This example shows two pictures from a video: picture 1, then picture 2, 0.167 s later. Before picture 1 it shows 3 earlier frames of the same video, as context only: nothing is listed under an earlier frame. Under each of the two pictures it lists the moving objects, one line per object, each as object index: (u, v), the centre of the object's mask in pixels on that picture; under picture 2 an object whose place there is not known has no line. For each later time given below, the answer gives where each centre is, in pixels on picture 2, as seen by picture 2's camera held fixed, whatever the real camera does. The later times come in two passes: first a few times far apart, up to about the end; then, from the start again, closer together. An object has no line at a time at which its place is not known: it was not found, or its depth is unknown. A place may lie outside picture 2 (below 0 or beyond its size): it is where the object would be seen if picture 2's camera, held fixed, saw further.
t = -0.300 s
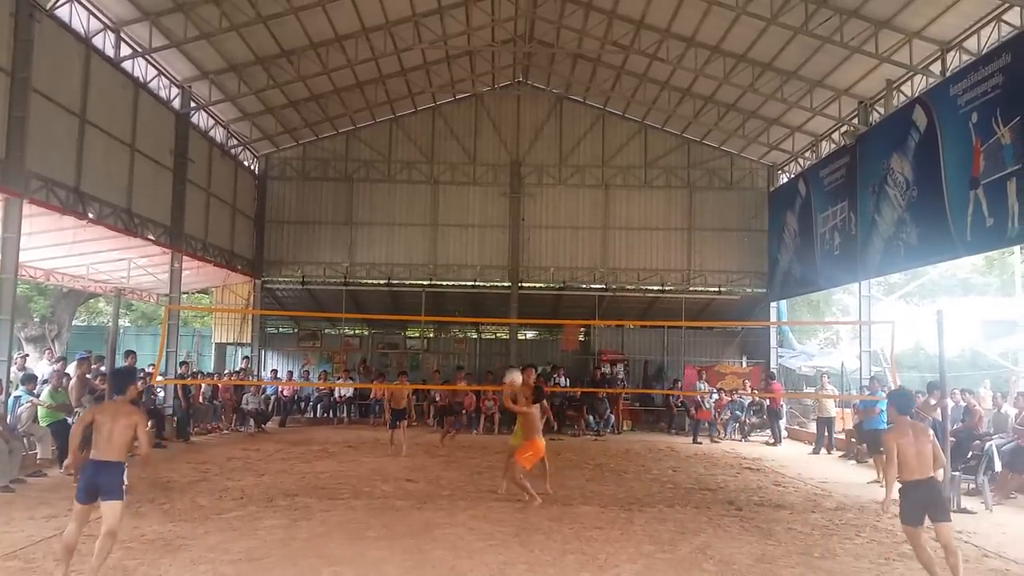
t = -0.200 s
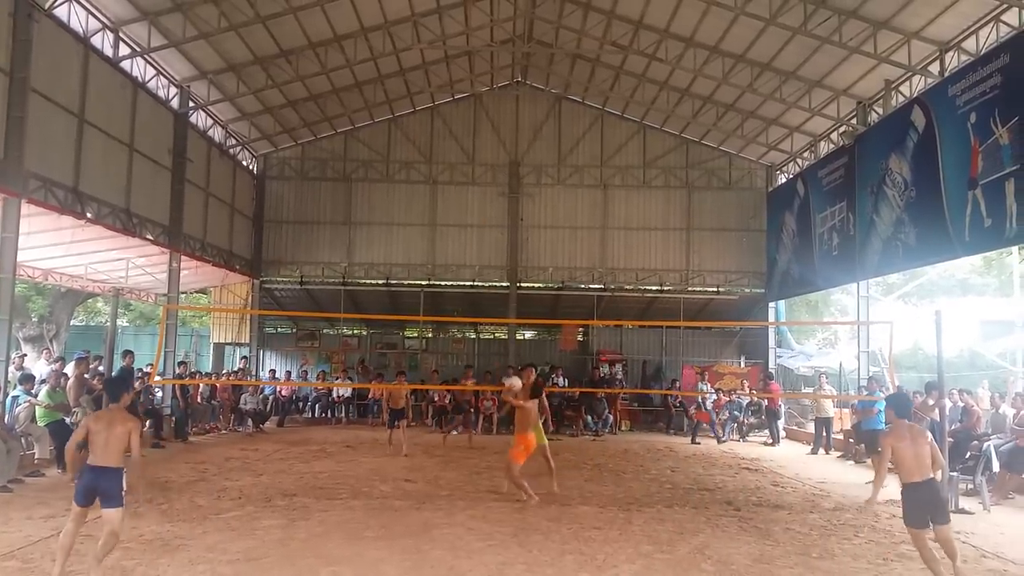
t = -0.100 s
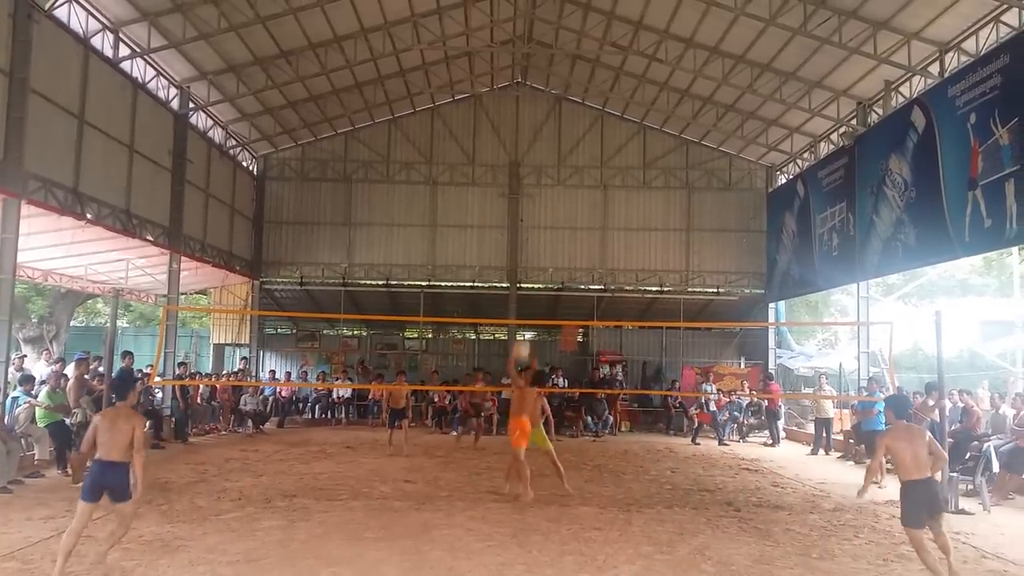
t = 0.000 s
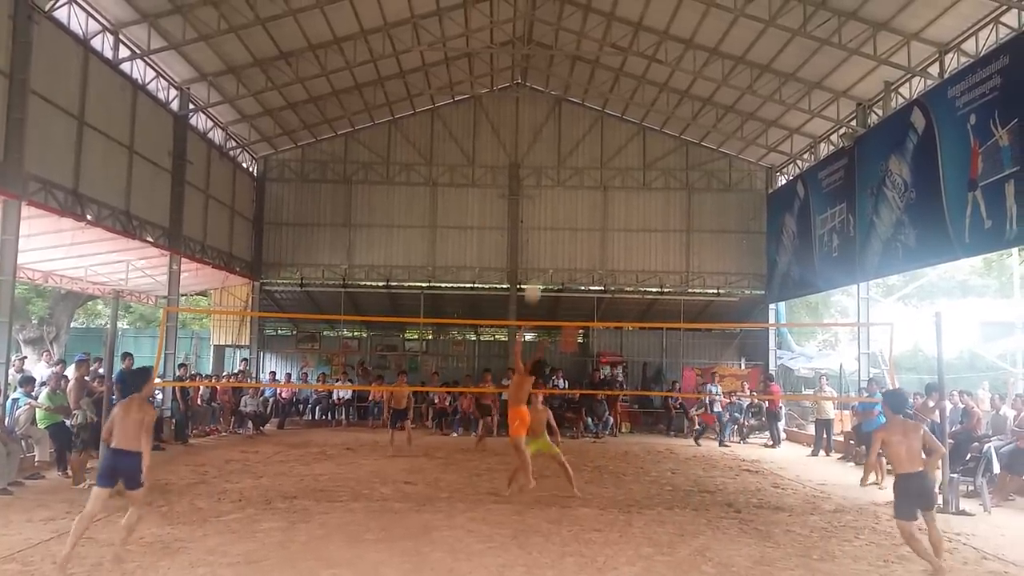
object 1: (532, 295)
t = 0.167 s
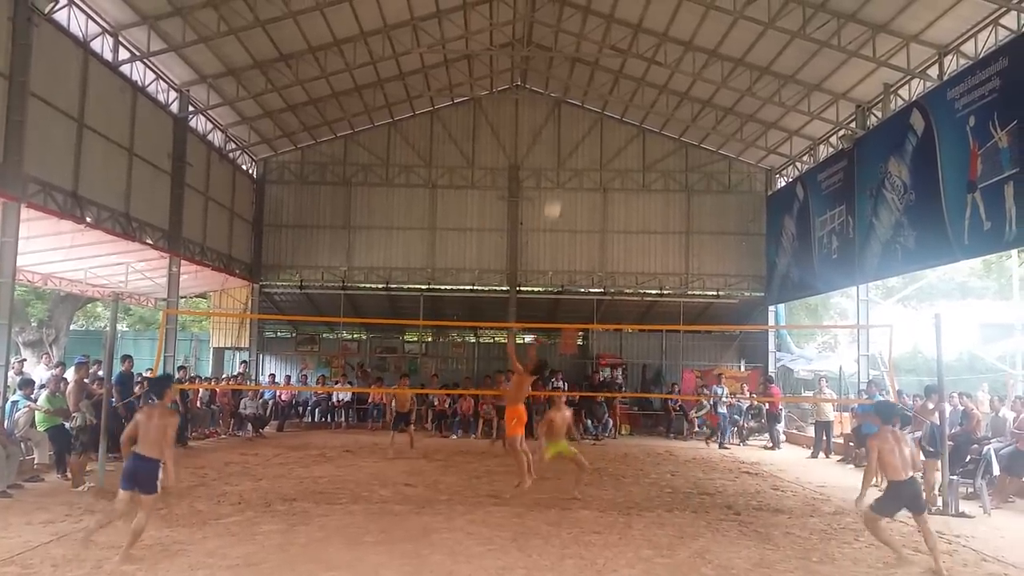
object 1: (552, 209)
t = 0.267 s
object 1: (563, 170)
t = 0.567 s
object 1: (598, 92)
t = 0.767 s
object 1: (620, 76)
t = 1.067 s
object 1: (654, 111)
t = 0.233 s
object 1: (560, 182)
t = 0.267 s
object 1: (563, 170)
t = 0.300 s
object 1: (567, 158)
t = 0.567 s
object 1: (598, 92)
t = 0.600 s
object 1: (601, 87)
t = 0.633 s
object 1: (605, 83)
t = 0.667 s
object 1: (609, 80)
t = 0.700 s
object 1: (613, 78)
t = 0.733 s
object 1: (616, 77)
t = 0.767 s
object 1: (620, 76)
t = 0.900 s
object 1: (635, 83)
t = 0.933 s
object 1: (639, 87)
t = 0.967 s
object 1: (643, 92)
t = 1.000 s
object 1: (646, 97)
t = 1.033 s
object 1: (650, 103)
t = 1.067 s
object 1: (654, 111)
